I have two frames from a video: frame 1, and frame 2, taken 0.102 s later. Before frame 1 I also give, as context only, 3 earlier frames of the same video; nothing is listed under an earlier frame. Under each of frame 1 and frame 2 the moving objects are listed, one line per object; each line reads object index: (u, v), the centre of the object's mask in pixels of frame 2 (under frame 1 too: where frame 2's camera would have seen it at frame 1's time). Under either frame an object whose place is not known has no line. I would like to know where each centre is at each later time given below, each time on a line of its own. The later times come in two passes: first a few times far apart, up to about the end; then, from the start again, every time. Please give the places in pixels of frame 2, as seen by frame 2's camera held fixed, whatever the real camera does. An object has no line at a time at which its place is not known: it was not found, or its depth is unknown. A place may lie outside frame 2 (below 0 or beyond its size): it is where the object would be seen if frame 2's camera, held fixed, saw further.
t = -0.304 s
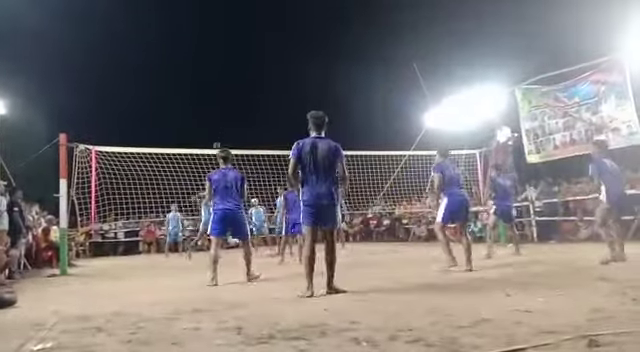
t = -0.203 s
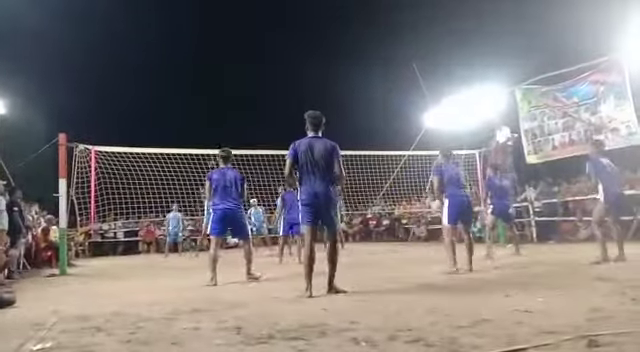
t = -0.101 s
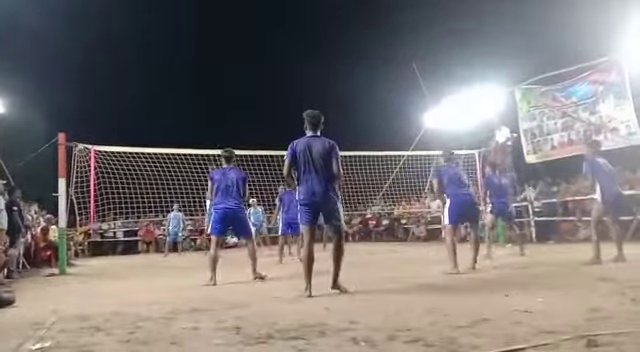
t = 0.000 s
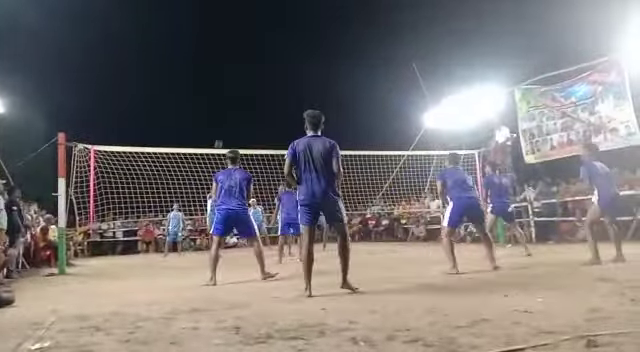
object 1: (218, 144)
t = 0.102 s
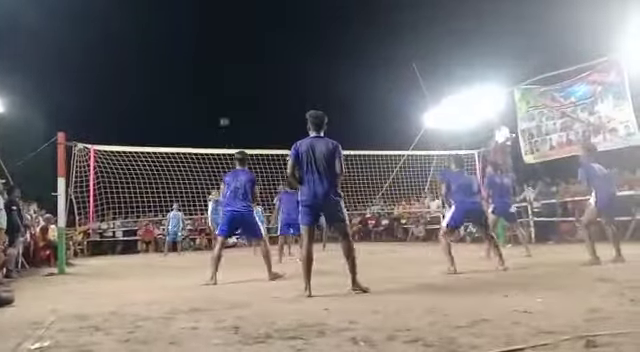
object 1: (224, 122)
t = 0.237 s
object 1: (233, 95)
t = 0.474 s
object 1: (253, 61)
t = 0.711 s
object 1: (281, 46)
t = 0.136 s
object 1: (226, 115)
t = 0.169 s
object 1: (228, 108)
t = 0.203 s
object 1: (231, 102)
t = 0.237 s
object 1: (233, 95)
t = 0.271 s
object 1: (236, 89)
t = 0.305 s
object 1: (238, 84)
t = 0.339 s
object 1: (241, 78)
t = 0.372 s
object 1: (244, 74)
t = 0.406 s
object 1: (247, 69)
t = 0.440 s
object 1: (250, 65)
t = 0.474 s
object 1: (253, 61)
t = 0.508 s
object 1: (257, 57)
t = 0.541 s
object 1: (260, 54)
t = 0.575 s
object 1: (264, 51)
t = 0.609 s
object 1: (268, 49)
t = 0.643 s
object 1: (272, 48)
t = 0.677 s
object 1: (277, 46)
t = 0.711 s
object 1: (281, 46)
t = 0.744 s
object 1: (286, 46)
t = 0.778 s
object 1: (291, 48)
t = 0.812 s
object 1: (297, 49)
